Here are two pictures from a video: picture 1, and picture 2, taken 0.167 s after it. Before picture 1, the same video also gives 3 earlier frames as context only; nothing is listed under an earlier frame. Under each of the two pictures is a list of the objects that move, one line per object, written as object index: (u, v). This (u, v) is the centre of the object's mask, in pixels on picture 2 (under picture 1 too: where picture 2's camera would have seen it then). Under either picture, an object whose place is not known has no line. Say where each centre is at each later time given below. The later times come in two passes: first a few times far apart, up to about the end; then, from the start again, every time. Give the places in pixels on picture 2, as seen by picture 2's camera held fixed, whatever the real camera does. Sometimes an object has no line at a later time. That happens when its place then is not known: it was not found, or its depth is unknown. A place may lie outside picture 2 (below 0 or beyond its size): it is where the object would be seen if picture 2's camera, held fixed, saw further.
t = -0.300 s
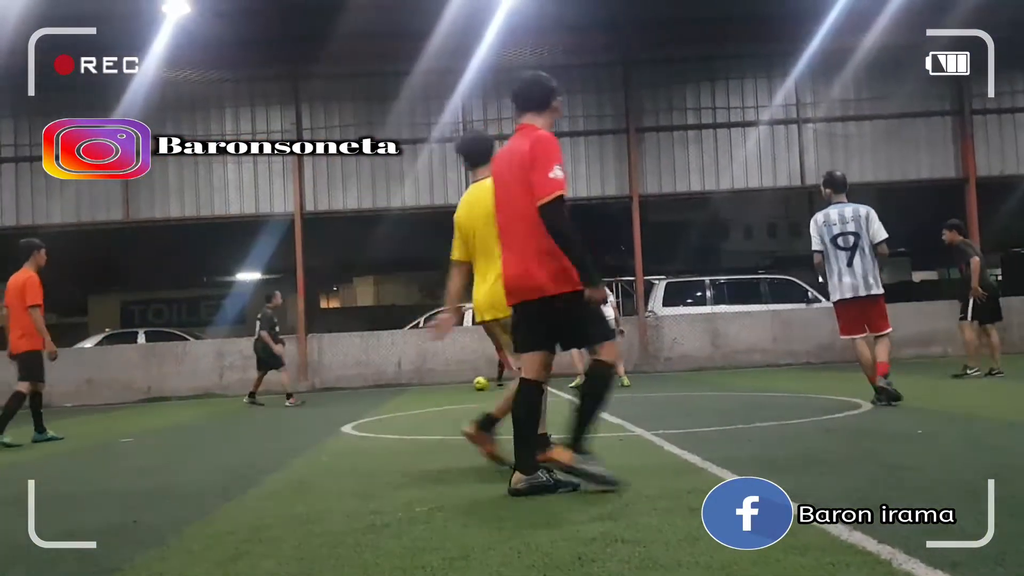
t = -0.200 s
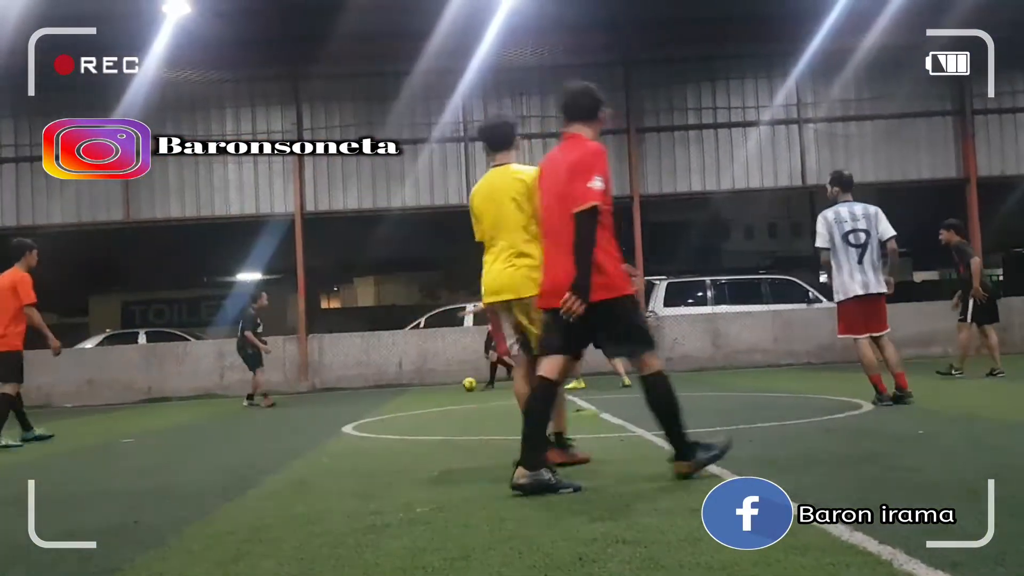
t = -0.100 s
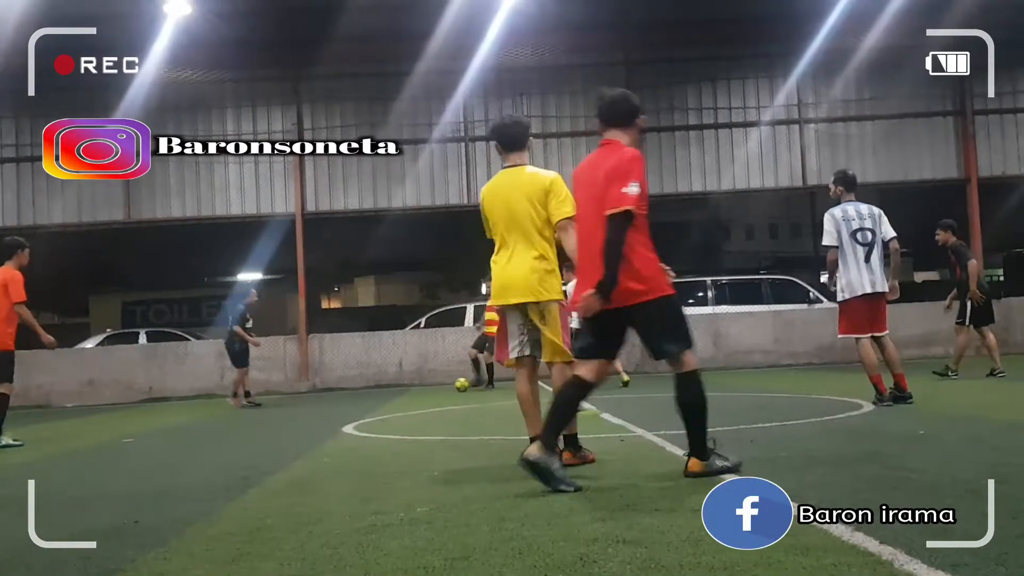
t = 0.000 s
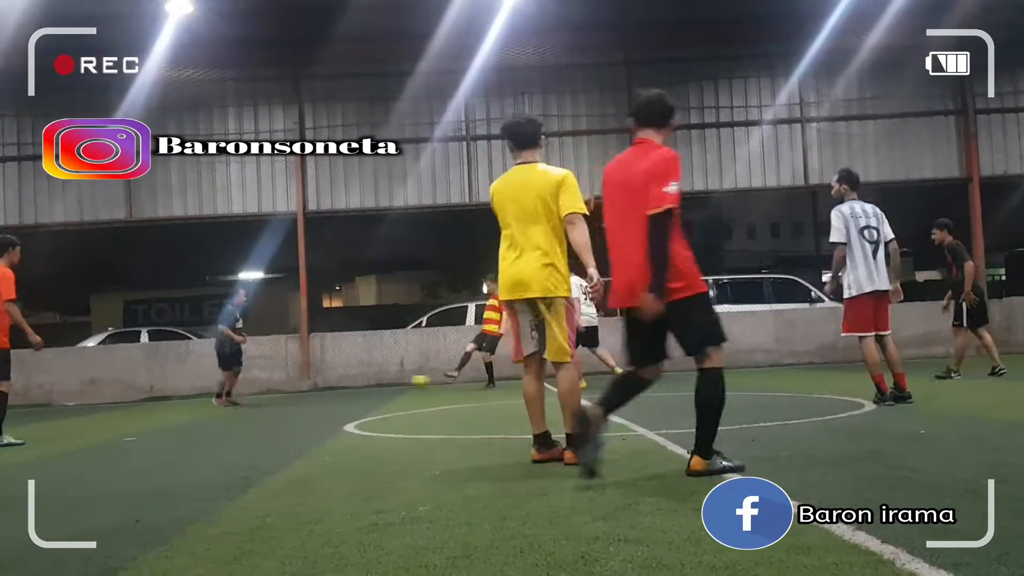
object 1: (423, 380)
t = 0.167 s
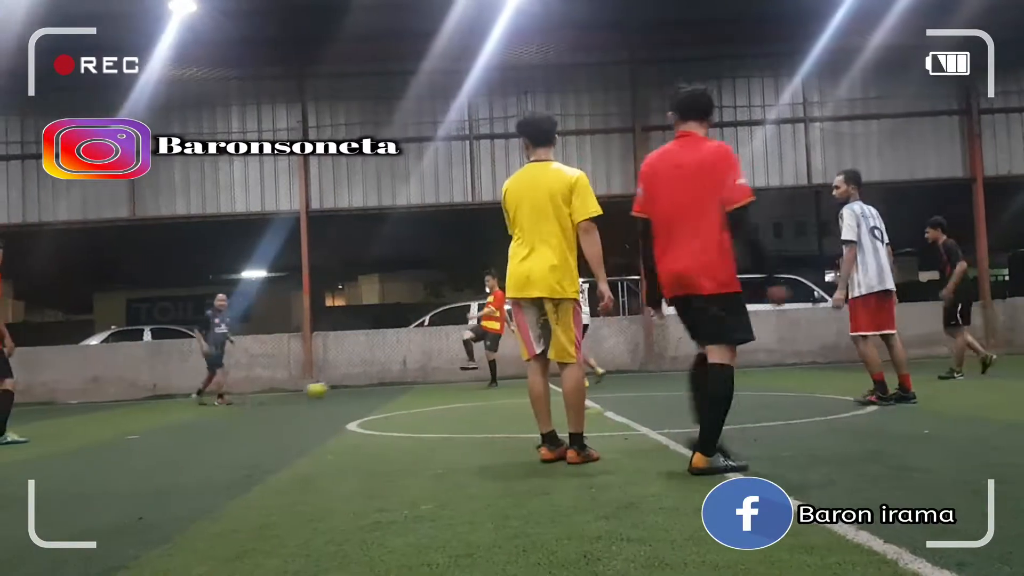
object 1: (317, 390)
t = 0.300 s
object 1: (221, 401)
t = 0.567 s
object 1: (9, 424)
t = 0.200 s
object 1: (292, 395)
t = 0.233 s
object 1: (266, 400)
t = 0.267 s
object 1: (244, 400)
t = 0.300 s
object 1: (221, 401)
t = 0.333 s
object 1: (195, 404)
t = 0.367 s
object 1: (170, 408)
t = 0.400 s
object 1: (143, 411)
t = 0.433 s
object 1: (118, 413)
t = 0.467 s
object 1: (91, 416)
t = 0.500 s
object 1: (66, 418)
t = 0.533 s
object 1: (37, 420)
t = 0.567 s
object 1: (9, 424)
